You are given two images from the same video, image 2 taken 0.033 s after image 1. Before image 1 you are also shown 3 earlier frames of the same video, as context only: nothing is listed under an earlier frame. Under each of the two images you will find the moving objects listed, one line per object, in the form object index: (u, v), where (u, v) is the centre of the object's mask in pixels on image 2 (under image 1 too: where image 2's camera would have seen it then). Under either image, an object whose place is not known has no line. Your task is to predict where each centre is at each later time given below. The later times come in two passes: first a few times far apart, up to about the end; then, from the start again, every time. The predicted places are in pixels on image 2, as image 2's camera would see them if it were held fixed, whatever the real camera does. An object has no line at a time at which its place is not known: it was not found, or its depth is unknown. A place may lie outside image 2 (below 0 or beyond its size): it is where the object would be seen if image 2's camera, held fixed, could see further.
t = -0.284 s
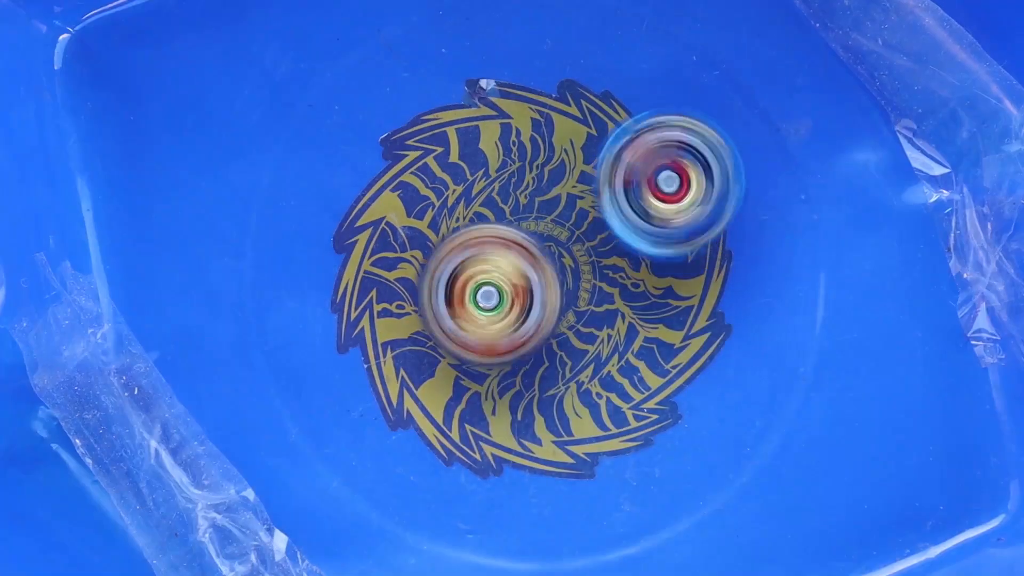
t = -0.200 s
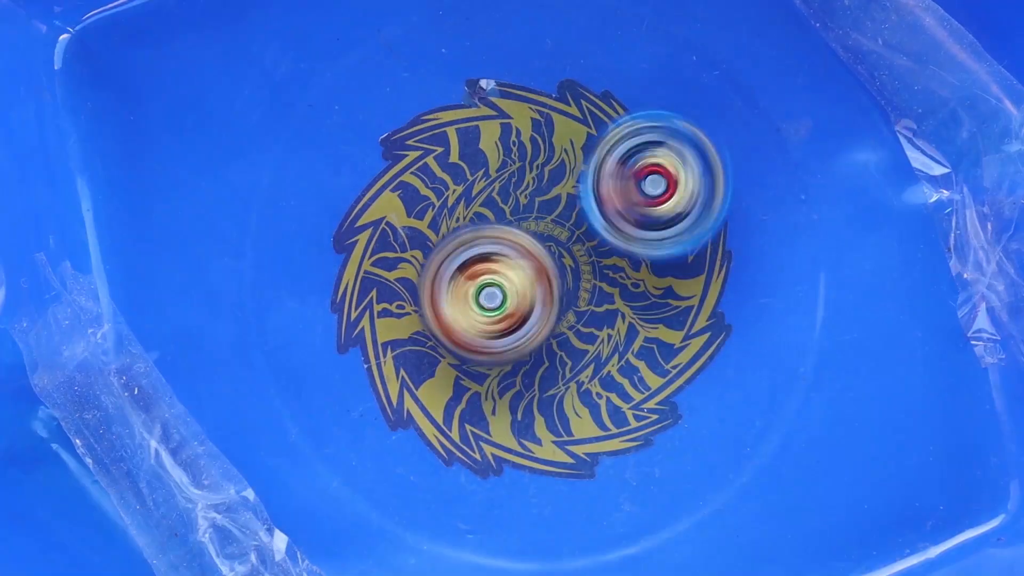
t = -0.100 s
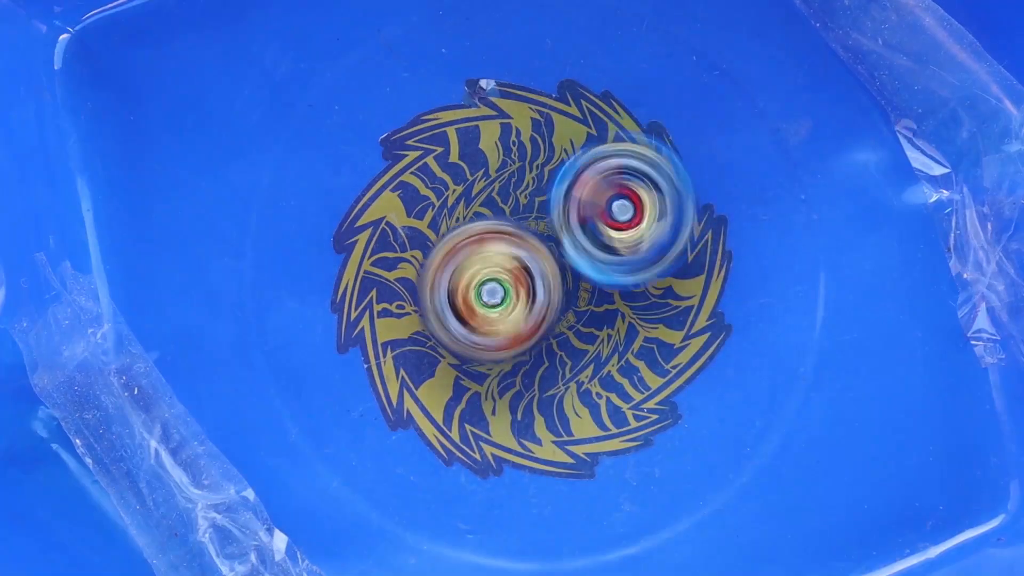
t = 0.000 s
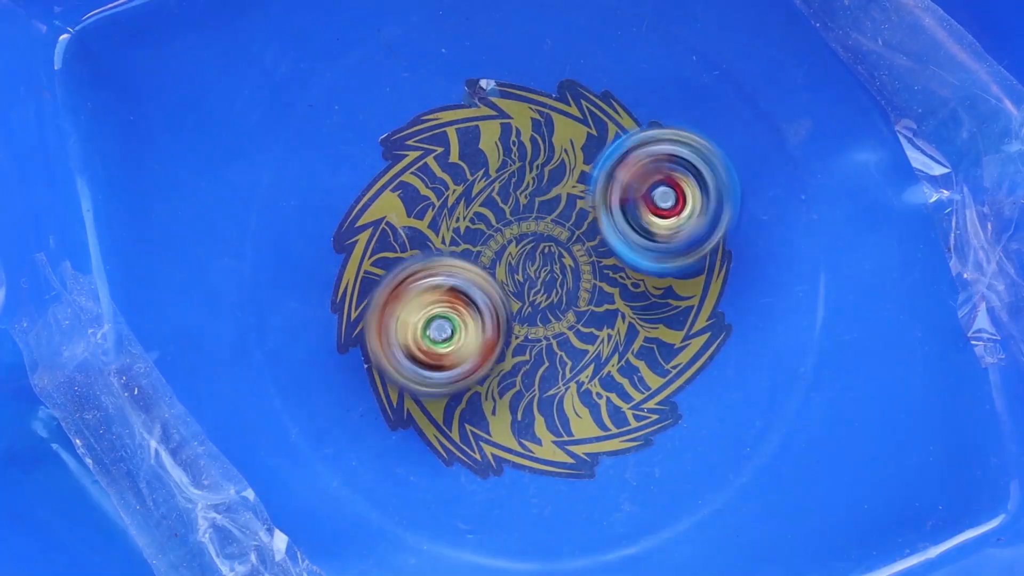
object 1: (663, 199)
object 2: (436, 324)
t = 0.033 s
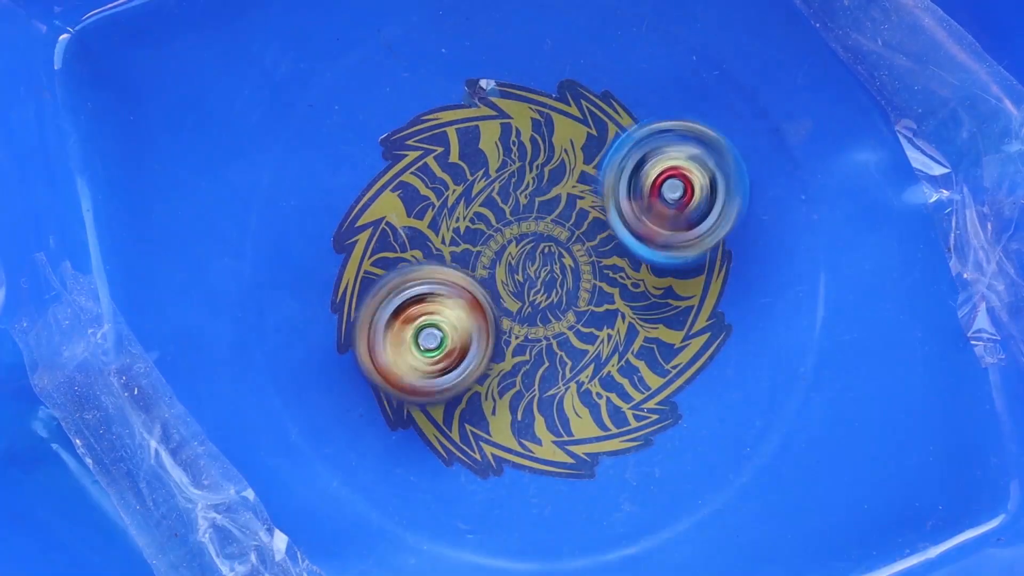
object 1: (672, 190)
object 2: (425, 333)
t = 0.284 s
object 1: (650, 160)
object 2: (404, 349)
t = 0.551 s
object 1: (543, 234)
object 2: (430, 335)
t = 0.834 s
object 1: (533, 212)
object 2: (518, 358)
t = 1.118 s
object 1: (508, 186)
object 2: (613, 378)
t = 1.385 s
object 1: (512, 233)
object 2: (619, 372)
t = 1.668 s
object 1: (505, 185)
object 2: (646, 415)
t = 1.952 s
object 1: (509, 169)
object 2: (601, 398)
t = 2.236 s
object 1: (552, 132)
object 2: (476, 417)
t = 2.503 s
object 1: (578, 160)
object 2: (437, 464)
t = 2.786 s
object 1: (588, 287)
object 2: (526, 430)
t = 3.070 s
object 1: (587, 292)
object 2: (564, 428)
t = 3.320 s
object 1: (587, 294)
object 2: (562, 428)
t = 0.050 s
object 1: (676, 186)
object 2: (420, 337)
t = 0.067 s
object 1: (679, 179)
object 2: (415, 341)
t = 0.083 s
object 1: (681, 176)
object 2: (410, 342)
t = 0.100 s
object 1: (681, 173)
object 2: (407, 345)
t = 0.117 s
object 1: (681, 168)
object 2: (404, 348)
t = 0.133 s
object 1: (681, 165)
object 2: (402, 348)
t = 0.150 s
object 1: (680, 161)
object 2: (401, 351)
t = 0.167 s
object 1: (679, 158)
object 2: (401, 352)
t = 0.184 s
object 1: (677, 156)
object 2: (401, 352)
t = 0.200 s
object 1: (673, 156)
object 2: (402, 353)
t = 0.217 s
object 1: (670, 153)
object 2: (403, 353)
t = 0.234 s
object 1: (667, 154)
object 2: (403, 351)
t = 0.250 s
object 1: (661, 156)
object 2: (403, 351)
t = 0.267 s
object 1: (656, 156)
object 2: (404, 351)
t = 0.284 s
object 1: (650, 160)
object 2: (404, 349)
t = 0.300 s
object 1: (642, 163)
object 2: (404, 347)
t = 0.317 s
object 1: (636, 165)
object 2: (404, 346)
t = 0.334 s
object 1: (629, 169)
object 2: (404, 344)
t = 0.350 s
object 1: (622, 174)
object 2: (402, 343)
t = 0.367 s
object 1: (615, 178)
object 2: (402, 342)
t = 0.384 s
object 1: (608, 183)
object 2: (402, 341)
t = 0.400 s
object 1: (602, 188)
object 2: (401, 341)
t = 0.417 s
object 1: (595, 192)
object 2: (401, 341)
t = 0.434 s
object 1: (589, 197)
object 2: (403, 340)
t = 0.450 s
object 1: (582, 203)
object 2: (404, 340)
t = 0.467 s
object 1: (576, 207)
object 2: (407, 340)
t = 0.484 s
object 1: (570, 212)
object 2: (410, 338)
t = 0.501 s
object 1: (564, 218)
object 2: (414, 337)
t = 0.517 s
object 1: (556, 223)
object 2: (418, 337)
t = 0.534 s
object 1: (550, 229)
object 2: (424, 335)
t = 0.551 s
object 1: (543, 234)
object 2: (430, 335)
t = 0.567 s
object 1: (536, 238)
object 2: (435, 336)
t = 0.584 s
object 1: (539, 238)
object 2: (435, 343)
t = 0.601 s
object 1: (542, 233)
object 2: (435, 350)
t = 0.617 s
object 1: (543, 230)
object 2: (436, 354)
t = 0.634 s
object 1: (543, 229)
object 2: (439, 356)
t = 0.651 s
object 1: (541, 225)
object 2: (444, 355)
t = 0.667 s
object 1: (543, 223)
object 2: (449, 354)
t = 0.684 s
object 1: (541, 221)
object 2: (452, 353)
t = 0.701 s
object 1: (542, 219)
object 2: (458, 353)
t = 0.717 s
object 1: (541, 218)
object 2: (464, 352)
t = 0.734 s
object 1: (541, 216)
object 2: (470, 353)
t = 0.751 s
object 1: (539, 216)
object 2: (476, 353)
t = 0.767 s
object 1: (538, 214)
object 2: (484, 354)
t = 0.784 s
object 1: (537, 213)
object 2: (493, 354)
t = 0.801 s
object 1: (536, 212)
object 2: (501, 355)
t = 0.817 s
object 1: (535, 213)
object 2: (509, 357)
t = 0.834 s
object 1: (533, 212)
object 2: (518, 358)
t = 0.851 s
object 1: (533, 213)
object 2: (527, 358)
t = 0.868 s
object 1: (531, 215)
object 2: (536, 360)
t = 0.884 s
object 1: (530, 214)
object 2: (543, 362)
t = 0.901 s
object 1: (530, 213)
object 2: (551, 365)
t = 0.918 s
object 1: (529, 208)
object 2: (558, 371)
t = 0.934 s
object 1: (528, 204)
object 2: (565, 375)
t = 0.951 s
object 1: (527, 199)
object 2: (572, 379)
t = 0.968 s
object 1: (524, 195)
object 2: (576, 381)
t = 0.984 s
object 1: (522, 192)
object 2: (582, 382)
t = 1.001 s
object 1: (520, 189)
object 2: (586, 383)
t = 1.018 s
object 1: (518, 187)
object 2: (590, 382)
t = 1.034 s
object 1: (516, 187)
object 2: (595, 382)
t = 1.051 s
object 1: (515, 186)
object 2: (600, 382)
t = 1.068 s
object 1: (513, 185)
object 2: (603, 382)
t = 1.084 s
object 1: (510, 185)
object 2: (607, 381)
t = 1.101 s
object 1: (511, 185)
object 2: (610, 379)
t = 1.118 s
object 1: (508, 186)
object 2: (613, 378)
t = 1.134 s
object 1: (508, 186)
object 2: (615, 377)
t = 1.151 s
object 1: (508, 189)
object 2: (616, 377)
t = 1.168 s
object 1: (506, 189)
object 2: (617, 376)
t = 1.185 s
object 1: (506, 191)
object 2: (619, 376)
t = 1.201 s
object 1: (505, 194)
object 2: (620, 375)
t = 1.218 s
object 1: (506, 197)
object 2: (620, 374)
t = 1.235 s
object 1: (505, 200)
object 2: (620, 374)
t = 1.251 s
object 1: (505, 201)
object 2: (620, 374)
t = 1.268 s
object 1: (505, 204)
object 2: (621, 372)
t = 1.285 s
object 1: (505, 209)
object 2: (622, 372)
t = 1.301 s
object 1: (505, 212)
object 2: (621, 373)
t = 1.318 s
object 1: (507, 216)
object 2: (620, 372)
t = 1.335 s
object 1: (508, 221)
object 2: (620, 372)
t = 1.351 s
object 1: (508, 224)
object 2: (620, 372)
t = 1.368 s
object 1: (511, 228)
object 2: (620, 371)
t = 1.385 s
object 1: (512, 233)
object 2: (619, 372)
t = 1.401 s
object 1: (513, 238)
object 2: (619, 371)
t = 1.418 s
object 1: (515, 243)
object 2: (619, 371)
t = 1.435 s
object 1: (518, 248)
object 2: (619, 370)
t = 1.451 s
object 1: (521, 253)
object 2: (620, 369)
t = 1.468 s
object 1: (519, 249)
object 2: (625, 381)
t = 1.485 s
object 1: (515, 238)
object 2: (635, 395)
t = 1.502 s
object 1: (513, 231)
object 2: (641, 404)
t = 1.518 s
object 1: (511, 227)
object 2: (644, 413)
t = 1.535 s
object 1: (511, 222)
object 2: (650, 421)
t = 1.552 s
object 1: (510, 219)
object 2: (655, 423)
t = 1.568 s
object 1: (509, 217)
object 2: (659, 423)
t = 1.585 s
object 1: (506, 213)
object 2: (660, 422)
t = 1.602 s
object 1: (505, 207)
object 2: (658, 420)
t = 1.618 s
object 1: (505, 201)
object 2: (657, 419)
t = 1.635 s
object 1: (505, 194)
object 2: (653, 417)
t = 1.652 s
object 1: (505, 188)
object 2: (650, 416)
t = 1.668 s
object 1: (505, 185)
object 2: (646, 415)
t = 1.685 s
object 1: (505, 180)
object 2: (642, 415)
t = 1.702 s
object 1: (504, 177)
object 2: (638, 417)
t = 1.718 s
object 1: (503, 174)
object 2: (636, 420)
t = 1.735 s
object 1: (504, 168)
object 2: (635, 423)
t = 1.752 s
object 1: (505, 166)
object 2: (634, 424)
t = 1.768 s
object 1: (505, 166)
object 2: (635, 425)
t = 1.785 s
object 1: (504, 164)
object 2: (634, 424)
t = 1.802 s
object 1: (503, 162)
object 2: (634, 424)
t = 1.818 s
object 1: (504, 161)
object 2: (632, 424)
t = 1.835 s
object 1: (506, 160)
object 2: (631, 423)
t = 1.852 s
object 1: (506, 162)
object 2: (628, 421)
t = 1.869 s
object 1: (505, 163)
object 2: (625, 417)
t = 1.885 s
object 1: (506, 161)
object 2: (621, 414)
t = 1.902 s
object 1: (508, 161)
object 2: (616, 411)
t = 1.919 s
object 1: (511, 163)
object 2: (610, 408)
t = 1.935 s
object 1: (511, 167)
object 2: (607, 402)
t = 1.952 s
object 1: (509, 169)
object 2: (601, 398)
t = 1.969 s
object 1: (508, 169)
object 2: (594, 390)
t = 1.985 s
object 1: (509, 170)
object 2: (588, 381)
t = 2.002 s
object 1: (512, 172)
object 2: (580, 373)
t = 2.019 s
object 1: (515, 177)
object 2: (573, 369)
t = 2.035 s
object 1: (516, 182)
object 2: (566, 361)
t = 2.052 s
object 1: (514, 185)
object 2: (558, 352)
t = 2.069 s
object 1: (515, 188)
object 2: (552, 345)
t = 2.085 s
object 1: (517, 189)
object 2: (544, 340)
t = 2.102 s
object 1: (521, 188)
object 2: (536, 338)
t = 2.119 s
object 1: (525, 182)
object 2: (529, 342)
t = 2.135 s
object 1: (529, 166)
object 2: (520, 356)
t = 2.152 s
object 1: (535, 155)
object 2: (513, 368)
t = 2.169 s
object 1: (539, 147)
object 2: (507, 377)
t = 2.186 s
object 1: (542, 142)
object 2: (500, 387)
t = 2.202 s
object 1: (547, 137)
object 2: (491, 397)
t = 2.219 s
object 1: (549, 136)
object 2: (480, 406)
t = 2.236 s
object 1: (552, 132)
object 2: (476, 417)
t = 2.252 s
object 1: (552, 133)
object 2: (467, 425)
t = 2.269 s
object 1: (555, 130)
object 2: (460, 434)
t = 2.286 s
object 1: (555, 132)
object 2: (452, 439)
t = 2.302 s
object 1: (557, 131)
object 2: (447, 442)
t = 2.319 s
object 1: (560, 132)
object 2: (443, 448)
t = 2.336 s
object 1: (558, 133)
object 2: (438, 452)
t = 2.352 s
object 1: (561, 134)
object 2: (433, 456)
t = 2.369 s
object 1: (559, 137)
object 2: (429, 459)
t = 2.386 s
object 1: (562, 137)
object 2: (428, 462)
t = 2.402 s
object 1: (563, 140)
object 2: (430, 464)
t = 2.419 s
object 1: (564, 142)
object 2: (432, 465)
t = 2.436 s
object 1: (566, 144)
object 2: (435, 467)
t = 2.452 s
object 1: (569, 147)
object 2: (437, 468)
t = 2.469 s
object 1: (571, 151)
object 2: (438, 467)
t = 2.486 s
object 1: (575, 155)
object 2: (437, 466)
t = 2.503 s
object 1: (578, 160)
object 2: (437, 464)
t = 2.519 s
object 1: (579, 166)
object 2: (441, 462)
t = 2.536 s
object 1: (582, 172)
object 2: (445, 461)
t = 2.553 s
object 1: (583, 181)
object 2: (448, 459)
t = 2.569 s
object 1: (584, 188)
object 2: (453, 457)
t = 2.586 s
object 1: (584, 195)
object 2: (457, 452)
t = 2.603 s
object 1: (583, 205)
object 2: (462, 448)
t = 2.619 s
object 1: (583, 215)
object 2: (469, 443)
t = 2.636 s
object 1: (583, 224)
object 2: (477, 439)
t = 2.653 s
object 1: (582, 235)
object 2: (484, 435)
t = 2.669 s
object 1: (580, 247)
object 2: (490, 428)
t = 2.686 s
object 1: (578, 258)
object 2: (497, 423)
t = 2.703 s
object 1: (579, 269)
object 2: (505, 417)
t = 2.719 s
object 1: (580, 280)
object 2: (510, 413)
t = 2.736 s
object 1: (584, 282)
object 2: (511, 420)
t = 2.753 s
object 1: (587, 283)
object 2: (514, 424)
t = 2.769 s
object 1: (589, 285)
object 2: (520, 428)
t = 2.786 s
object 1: (588, 287)
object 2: (526, 430)
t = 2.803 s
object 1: (588, 290)
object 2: (529, 430)
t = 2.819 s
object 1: (587, 293)
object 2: (532, 429)
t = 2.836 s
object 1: (587, 295)
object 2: (536, 427)
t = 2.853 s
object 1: (587, 295)
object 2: (539, 427)
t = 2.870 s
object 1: (587, 296)
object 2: (543, 429)
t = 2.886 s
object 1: (587, 298)
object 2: (545, 428)
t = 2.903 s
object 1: (587, 298)
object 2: (547, 429)
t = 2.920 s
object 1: (586, 296)
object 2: (549, 431)
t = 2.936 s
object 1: (586, 295)
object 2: (551, 431)
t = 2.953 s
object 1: (586, 294)
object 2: (553, 432)
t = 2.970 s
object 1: (587, 293)
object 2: (556, 432)
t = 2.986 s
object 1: (587, 292)
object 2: (558, 432)
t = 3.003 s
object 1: (586, 291)
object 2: (560, 431)
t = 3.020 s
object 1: (587, 291)
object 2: (562, 429)
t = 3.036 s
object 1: (587, 291)
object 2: (563, 427)
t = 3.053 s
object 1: (587, 291)
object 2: (564, 427)
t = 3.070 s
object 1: (587, 292)
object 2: (564, 428)
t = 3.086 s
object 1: (587, 292)
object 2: (564, 428)
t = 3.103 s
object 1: (587, 293)
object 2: (564, 428)
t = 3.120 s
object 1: (587, 294)
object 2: (563, 428)
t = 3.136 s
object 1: (587, 294)
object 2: (563, 428)
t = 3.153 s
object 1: (587, 294)
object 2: (563, 428)
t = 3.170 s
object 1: (587, 294)
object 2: (562, 428)
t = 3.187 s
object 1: (587, 294)
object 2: (562, 428)
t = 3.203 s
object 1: (587, 294)
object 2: (562, 428)
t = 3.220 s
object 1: (587, 294)
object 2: (562, 428)
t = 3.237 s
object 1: (587, 294)
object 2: (562, 428)
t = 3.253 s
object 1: (587, 294)
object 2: (562, 428)
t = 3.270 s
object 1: (587, 294)
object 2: (562, 428)
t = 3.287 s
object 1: (587, 294)
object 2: (562, 428)
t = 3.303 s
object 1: (587, 294)
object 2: (562, 428)
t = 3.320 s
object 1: (587, 294)
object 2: (562, 428)
